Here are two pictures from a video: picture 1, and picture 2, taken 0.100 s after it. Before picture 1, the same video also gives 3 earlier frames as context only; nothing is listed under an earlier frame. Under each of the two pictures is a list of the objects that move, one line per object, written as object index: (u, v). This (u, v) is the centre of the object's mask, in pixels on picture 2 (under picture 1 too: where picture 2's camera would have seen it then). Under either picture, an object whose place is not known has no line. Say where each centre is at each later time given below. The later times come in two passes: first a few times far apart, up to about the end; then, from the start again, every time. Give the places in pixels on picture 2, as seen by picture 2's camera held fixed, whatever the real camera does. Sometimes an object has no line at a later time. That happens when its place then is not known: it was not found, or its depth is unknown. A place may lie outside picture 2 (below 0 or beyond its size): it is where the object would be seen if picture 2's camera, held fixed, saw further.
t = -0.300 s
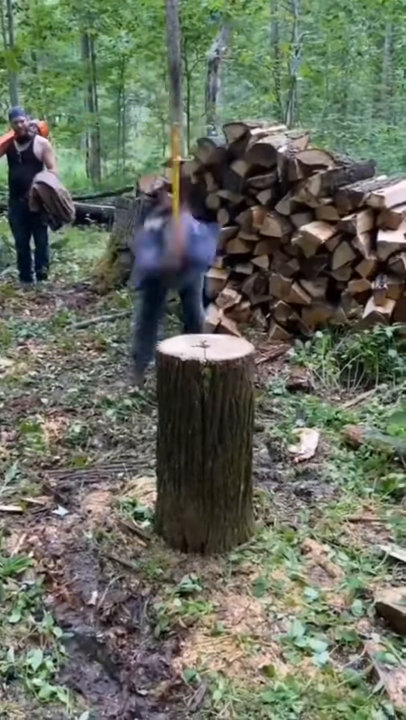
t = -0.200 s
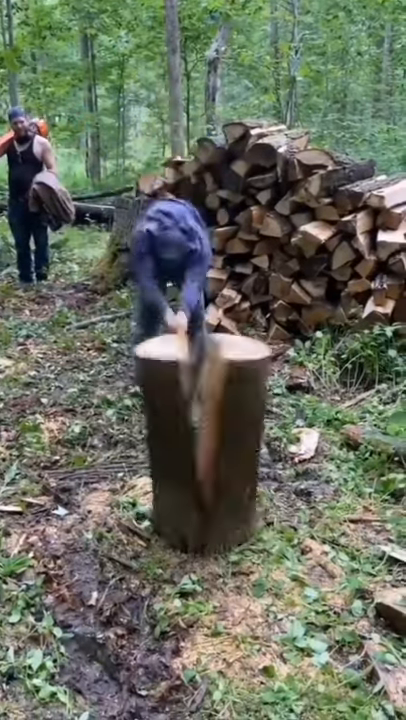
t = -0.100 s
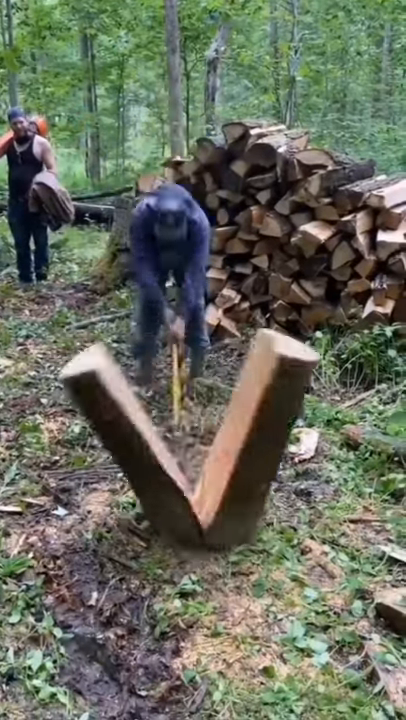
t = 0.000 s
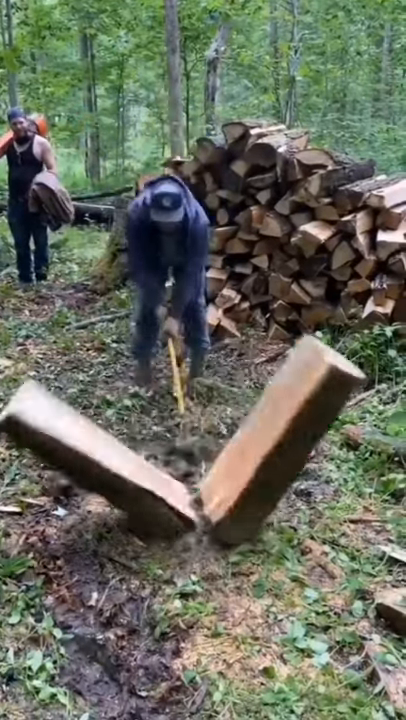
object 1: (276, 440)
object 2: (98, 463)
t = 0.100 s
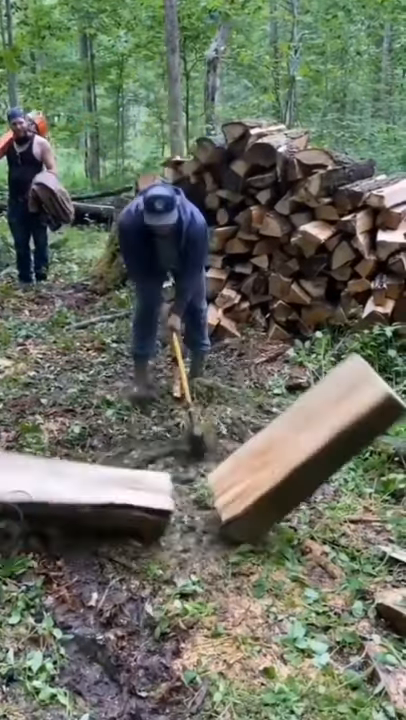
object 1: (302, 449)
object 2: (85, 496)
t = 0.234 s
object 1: (321, 481)
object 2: (74, 504)
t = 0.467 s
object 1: (329, 502)
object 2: (74, 503)
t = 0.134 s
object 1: (309, 455)
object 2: (81, 506)
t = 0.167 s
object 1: (315, 462)
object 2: (77, 509)
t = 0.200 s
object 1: (318, 471)
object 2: (74, 506)
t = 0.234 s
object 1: (321, 481)
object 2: (74, 504)
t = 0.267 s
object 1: (325, 492)
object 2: (73, 504)
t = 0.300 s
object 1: (329, 502)
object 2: (73, 503)
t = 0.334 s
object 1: (330, 506)
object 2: (74, 503)
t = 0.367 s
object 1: (329, 503)
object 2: (74, 503)
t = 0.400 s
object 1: (329, 502)
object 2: (74, 503)
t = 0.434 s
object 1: (329, 502)
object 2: (74, 502)
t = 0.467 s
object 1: (329, 502)
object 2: (74, 503)
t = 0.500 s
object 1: (329, 501)
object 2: (75, 503)
